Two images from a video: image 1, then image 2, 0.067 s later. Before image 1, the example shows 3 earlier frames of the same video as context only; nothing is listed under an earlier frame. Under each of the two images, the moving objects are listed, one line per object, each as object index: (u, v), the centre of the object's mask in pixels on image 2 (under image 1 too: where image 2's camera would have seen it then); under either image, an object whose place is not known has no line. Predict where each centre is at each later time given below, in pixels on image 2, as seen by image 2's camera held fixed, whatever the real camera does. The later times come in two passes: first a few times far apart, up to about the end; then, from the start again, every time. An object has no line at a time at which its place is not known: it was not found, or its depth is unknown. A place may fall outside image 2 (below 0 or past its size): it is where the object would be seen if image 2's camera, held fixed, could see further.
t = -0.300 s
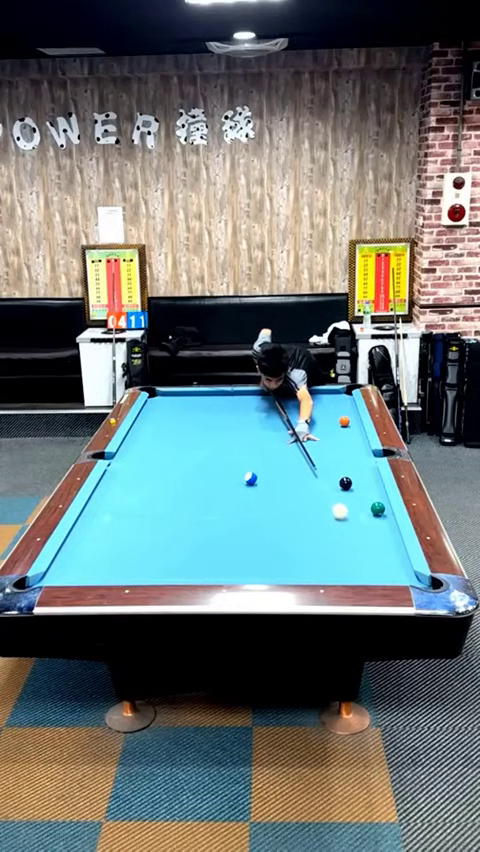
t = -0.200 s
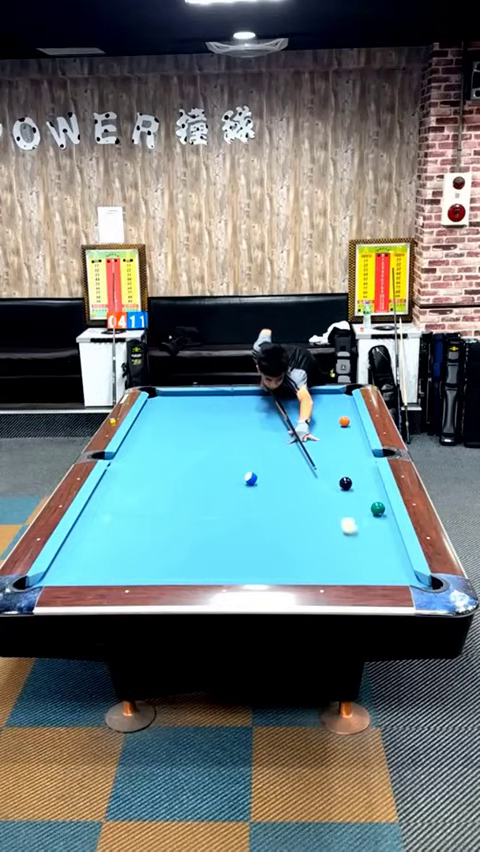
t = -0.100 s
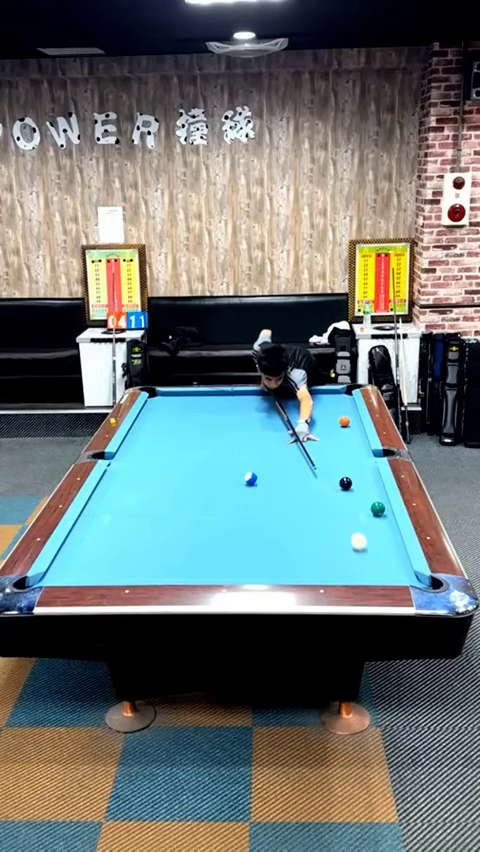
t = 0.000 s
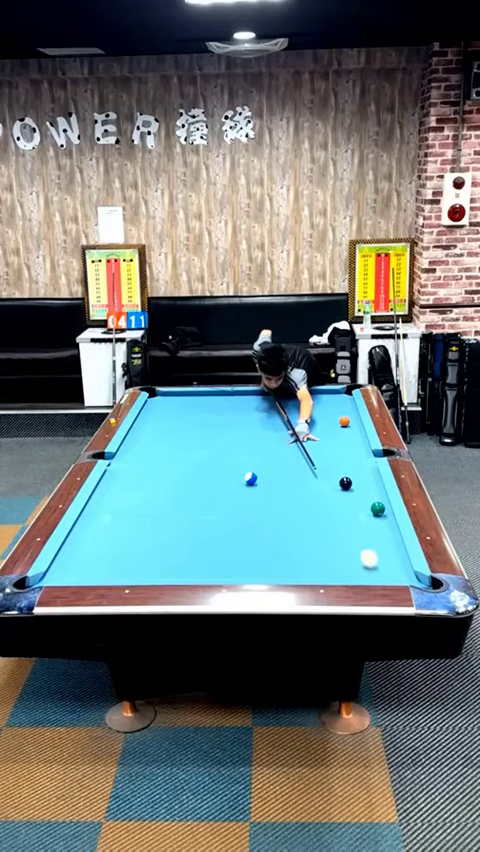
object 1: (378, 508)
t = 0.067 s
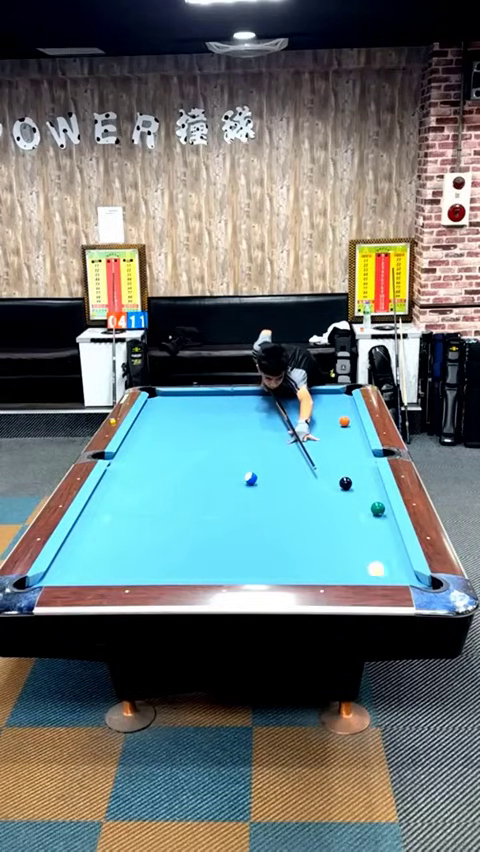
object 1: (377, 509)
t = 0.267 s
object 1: (378, 509)
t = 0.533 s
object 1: (378, 508)
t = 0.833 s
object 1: (377, 506)
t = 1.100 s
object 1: (379, 501)
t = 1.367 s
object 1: (379, 493)
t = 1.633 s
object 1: (375, 487)
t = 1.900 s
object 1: (372, 481)
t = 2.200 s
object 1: (369, 476)
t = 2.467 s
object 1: (366, 472)
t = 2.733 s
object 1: (364, 469)
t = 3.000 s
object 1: (363, 466)
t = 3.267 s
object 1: (362, 464)
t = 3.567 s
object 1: (361, 462)
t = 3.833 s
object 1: (360, 460)
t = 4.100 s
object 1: (359, 460)
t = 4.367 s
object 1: (359, 460)
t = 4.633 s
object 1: (359, 460)
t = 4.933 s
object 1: (359, 460)
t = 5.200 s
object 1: (359, 460)
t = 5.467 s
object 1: (359, 460)
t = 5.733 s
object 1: (359, 460)
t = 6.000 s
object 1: (359, 460)
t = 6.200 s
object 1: (359, 460)
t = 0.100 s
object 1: (378, 509)
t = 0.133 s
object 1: (378, 508)
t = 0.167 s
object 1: (378, 508)
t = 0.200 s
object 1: (378, 508)
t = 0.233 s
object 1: (377, 509)
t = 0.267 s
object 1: (378, 509)
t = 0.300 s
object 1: (377, 509)
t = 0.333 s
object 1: (378, 509)
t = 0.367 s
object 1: (378, 508)
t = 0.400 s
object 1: (378, 508)
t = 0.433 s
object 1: (378, 508)
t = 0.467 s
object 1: (378, 508)
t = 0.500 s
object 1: (378, 508)
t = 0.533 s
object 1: (378, 508)
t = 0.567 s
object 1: (378, 508)
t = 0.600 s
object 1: (378, 508)
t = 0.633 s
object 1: (378, 508)
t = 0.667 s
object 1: (377, 508)
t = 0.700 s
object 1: (378, 508)
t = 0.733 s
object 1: (378, 508)
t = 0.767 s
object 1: (377, 508)
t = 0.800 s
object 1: (377, 507)
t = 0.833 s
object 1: (377, 506)
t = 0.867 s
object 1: (377, 505)
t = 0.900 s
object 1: (378, 504)
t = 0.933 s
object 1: (378, 504)
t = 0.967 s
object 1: (379, 503)
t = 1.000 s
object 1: (379, 503)
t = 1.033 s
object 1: (378, 502)
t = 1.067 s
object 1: (379, 501)
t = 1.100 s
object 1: (379, 501)
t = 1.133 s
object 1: (378, 500)
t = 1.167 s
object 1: (378, 498)
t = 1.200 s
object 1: (379, 498)
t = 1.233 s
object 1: (378, 497)
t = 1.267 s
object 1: (379, 495)
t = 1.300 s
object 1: (379, 494)
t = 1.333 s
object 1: (379, 494)
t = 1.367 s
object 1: (379, 493)
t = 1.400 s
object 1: (379, 492)
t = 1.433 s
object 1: (378, 491)
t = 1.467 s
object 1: (378, 490)
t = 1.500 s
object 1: (377, 489)
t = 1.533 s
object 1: (377, 489)
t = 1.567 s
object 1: (377, 488)
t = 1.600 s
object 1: (376, 487)
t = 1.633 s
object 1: (375, 487)
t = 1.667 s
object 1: (375, 486)
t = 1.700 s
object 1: (374, 486)
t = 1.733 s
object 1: (374, 485)
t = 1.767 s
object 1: (374, 484)
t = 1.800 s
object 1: (373, 483)
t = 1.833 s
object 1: (373, 483)
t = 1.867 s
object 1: (372, 482)
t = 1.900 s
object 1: (372, 481)
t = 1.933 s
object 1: (372, 481)
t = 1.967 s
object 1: (371, 480)
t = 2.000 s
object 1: (371, 479)
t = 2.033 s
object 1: (371, 479)
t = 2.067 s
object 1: (370, 478)
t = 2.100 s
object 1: (370, 478)
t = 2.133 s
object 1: (370, 477)
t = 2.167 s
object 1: (369, 477)
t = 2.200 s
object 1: (369, 476)
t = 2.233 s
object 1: (368, 476)
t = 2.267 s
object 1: (368, 475)
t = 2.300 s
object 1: (368, 475)
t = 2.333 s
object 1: (367, 474)
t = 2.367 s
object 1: (367, 474)
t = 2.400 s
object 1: (367, 473)
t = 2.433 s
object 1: (366, 473)
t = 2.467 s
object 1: (366, 472)
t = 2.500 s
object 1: (366, 472)
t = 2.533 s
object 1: (366, 471)
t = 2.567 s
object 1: (365, 471)
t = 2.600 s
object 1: (365, 471)
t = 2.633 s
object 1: (365, 470)
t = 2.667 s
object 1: (365, 469)
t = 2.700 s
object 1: (364, 469)
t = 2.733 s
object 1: (364, 469)
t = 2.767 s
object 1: (364, 469)
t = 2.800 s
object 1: (364, 468)
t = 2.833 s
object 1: (364, 468)
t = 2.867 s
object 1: (363, 468)
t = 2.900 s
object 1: (363, 467)
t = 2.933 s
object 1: (363, 467)
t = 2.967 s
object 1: (363, 467)
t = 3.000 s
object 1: (363, 466)
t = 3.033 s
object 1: (362, 466)
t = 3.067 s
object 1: (362, 465)
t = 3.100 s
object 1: (362, 465)
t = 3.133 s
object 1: (362, 465)
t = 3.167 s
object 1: (362, 465)
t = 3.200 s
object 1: (362, 464)
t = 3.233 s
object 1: (362, 464)
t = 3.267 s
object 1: (362, 464)
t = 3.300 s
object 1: (362, 464)
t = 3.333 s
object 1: (362, 464)
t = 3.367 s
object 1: (361, 463)
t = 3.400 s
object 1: (361, 463)
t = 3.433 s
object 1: (361, 463)
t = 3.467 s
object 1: (361, 463)
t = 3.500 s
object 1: (361, 462)
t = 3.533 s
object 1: (361, 462)
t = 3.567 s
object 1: (361, 462)
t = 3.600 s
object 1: (361, 462)
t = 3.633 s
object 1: (361, 462)
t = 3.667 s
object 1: (361, 461)
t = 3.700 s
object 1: (361, 461)
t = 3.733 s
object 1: (361, 461)
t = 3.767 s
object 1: (360, 461)
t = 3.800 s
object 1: (360, 461)
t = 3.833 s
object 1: (360, 460)
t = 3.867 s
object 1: (360, 460)
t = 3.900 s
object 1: (360, 460)
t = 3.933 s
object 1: (360, 460)
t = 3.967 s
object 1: (360, 460)
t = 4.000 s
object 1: (360, 460)
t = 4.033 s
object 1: (360, 460)
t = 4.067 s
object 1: (360, 460)
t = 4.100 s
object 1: (359, 460)
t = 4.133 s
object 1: (359, 459)
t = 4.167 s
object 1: (359, 460)
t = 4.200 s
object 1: (359, 460)
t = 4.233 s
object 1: (359, 459)
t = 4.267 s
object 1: (359, 460)
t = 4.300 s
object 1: (359, 460)
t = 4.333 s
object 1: (359, 460)
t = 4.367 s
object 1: (359, 460)
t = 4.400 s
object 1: (359, 460)
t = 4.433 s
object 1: (359, 459)
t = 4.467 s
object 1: (359, 460)
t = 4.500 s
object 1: (359, 460)
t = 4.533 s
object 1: (359, 460)
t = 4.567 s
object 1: (359, 460)
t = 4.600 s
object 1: (359, 460)
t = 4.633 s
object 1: (359, 460)
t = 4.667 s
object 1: (359, 459)
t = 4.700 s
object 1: (359, 460)
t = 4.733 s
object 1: (359, 459)
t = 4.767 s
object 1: (359, 460)
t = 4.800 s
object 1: (359, 460)
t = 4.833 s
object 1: (359, 460)
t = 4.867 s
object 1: (359, 460)
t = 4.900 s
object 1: (359, 459)
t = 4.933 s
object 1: (359, 460)
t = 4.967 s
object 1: (359, 460)
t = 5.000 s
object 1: (359, 460)
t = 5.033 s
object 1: (359, 460)
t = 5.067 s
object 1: (359, 460)
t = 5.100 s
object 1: (359, 460)
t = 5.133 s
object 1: (359, 460)
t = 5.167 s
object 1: (359, 460)
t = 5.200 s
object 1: (359, 460)
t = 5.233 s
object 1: (359, 460)
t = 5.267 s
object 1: (359, 460)
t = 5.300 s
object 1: (359, 460)
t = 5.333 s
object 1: (359, 460)
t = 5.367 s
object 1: (359, 460)
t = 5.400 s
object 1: (359, 460)
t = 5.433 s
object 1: (359, 460)
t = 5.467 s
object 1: (359, 460)
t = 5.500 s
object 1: (359, 460)
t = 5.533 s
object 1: (359, 460)
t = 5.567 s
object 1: (359, 460)
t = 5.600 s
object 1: (359, 460)
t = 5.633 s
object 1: (359, 460)
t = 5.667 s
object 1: (359, 460)
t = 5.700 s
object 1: (359, 460)
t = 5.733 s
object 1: (359, 460)
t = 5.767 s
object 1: (359, 460)
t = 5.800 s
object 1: (359, 460)
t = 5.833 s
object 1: (359, 460)
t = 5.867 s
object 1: (359, 460)
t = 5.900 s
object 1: (359, 460)
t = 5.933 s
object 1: (359, 460)
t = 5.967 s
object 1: (359, 460)
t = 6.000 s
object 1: (359, 460)
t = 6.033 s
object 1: (359, 460)
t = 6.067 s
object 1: (359, 460)
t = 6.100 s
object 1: (359, 460)
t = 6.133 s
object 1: (359, 460)
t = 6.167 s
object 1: (359, 460)
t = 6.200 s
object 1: (359, 460)
